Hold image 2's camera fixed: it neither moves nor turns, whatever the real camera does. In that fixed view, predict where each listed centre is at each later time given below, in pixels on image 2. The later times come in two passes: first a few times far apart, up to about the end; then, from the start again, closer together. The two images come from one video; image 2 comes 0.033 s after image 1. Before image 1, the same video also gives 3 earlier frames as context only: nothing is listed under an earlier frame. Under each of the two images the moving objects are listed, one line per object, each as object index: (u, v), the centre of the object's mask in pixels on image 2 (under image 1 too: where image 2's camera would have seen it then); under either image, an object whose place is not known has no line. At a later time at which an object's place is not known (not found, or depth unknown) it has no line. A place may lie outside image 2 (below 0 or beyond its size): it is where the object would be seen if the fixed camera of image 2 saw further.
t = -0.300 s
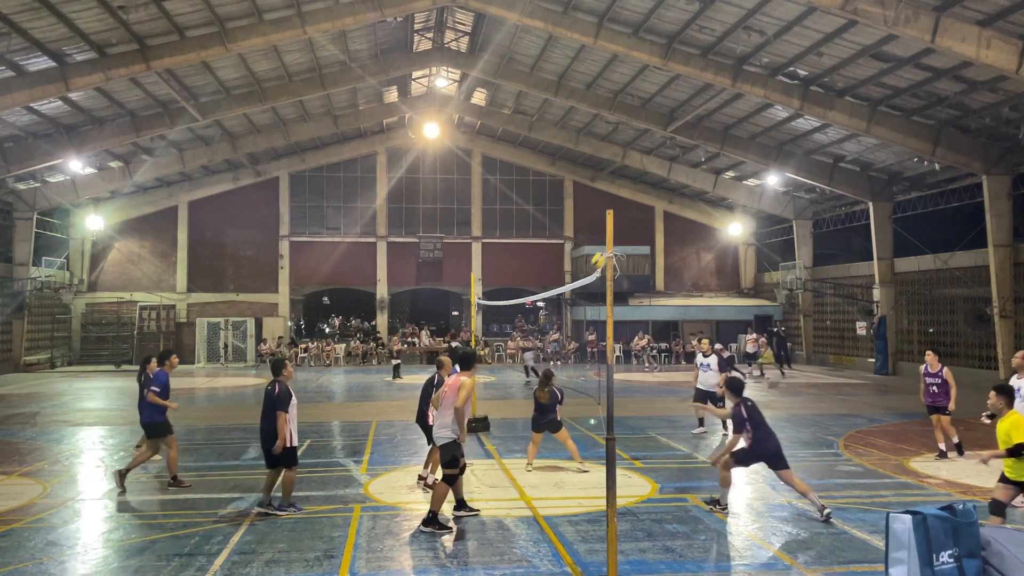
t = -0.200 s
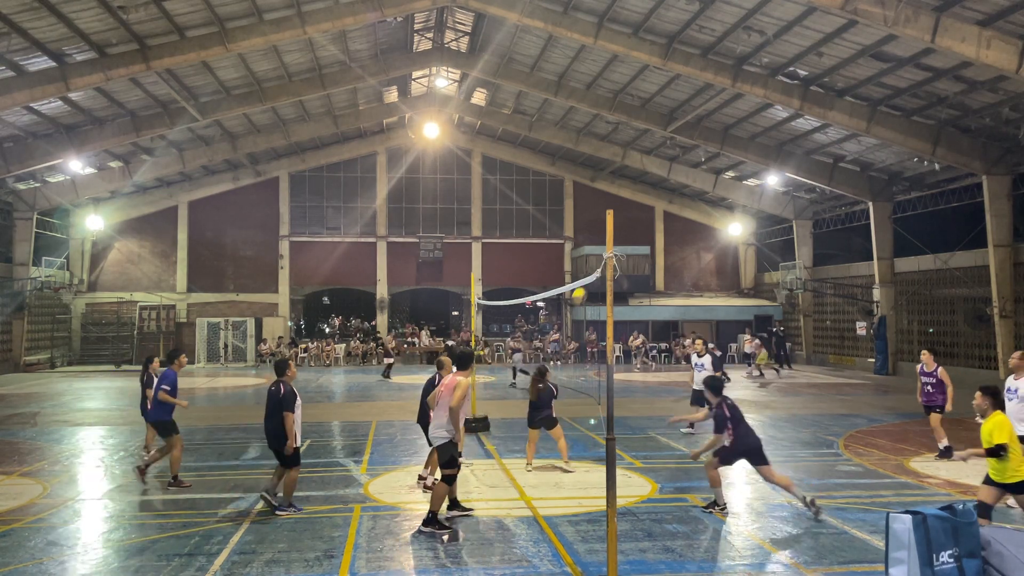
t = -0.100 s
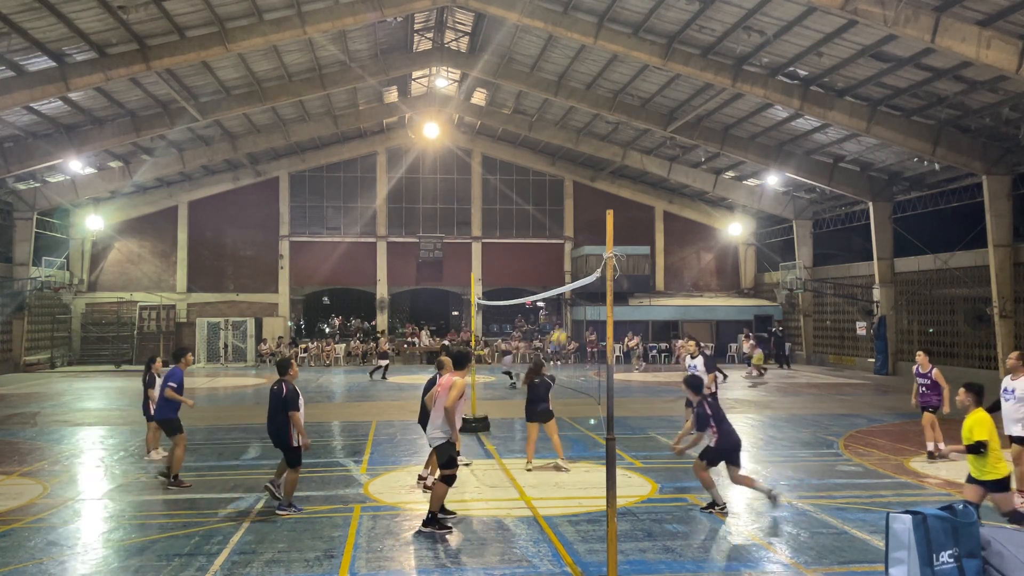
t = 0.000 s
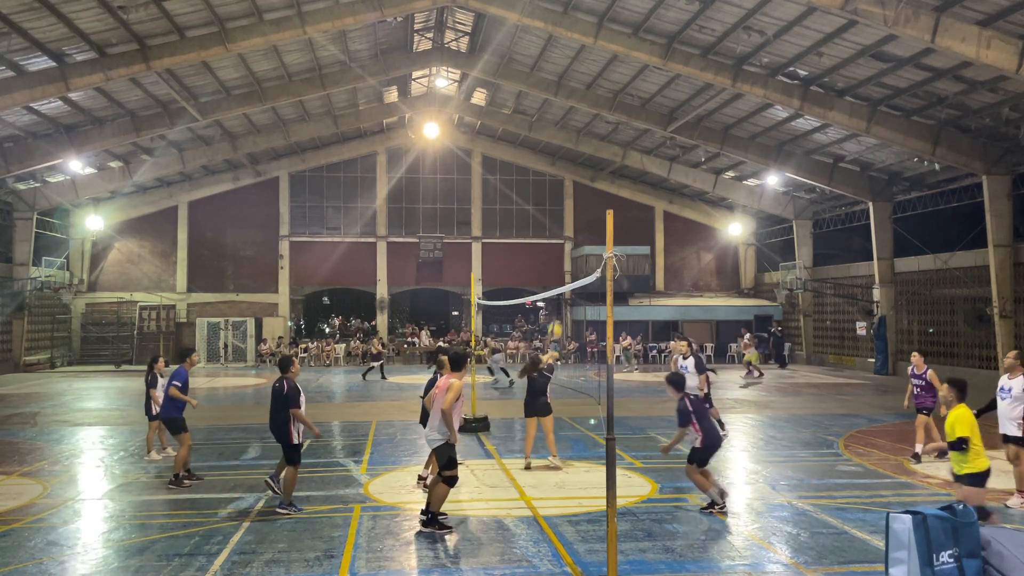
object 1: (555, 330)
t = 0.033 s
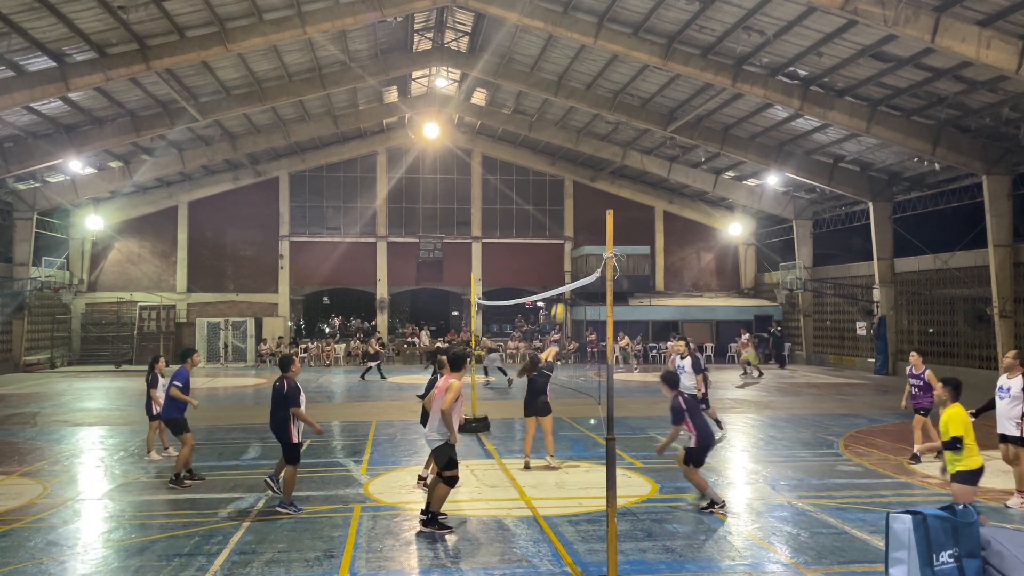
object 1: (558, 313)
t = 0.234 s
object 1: (578, 221)
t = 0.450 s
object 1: (603, 148)
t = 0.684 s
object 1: (633, 102)
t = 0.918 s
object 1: (665, 98)
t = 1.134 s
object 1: (699, 137)
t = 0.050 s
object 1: (560, 304)
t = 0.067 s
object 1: (561, 298)
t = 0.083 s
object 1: (562, 283)
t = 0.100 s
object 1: (564, 278)
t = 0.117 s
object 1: (566, 270)
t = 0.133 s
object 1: (568, 264)
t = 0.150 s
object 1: (569, 256)
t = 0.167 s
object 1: (571, 248)
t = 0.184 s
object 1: (573, 241)
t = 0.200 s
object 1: (575, 234)
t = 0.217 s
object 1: (576, 228)
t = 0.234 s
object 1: (578, 221)
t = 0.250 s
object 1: (580, 215)
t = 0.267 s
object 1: (582, 208)
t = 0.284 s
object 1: (584, 202)
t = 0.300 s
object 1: (586, 196)
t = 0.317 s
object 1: (587, 190)
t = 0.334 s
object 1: (589, 184)
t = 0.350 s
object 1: (591, 178)
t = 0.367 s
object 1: (593, 172)
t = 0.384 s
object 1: (595, 167)
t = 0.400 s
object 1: (597, 162)
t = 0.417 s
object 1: (599, 157)
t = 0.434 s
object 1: (601, 152)
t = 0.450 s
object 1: (603, 148)
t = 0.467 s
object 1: (604, 143)
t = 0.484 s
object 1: (607, 139)
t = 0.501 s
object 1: (608, 134)
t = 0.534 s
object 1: (613, 125)
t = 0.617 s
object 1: (624, 111)
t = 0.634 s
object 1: (626, 109)
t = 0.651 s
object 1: (628, 106)
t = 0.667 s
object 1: (630, 105)
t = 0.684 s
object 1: (633, 102)
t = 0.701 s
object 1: (635, 100)
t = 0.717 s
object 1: (637, 99)
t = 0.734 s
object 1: (639, 98)
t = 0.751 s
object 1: (641, 97)
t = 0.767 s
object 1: (643, 96)
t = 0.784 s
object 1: (646, 95)
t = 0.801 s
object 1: (648, 95)
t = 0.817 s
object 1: (650, 95)
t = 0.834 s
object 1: (653, 95)
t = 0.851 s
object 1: (655, 95)
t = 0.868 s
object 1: (658, 96)
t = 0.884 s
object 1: (660, 96)
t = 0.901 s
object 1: (663, 97)
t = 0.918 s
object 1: (665, 98)
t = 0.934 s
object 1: (668, 100)
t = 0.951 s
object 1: (670, 102)
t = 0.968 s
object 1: (672, 103)
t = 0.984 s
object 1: (675, 106)
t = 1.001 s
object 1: (678, 109)
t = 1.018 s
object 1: (680, 112)
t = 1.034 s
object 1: (683, 115)
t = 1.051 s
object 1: (686, 118)
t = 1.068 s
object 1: (688, 121)
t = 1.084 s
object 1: (691, 125)
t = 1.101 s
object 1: (693, 127)
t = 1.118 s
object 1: (696, 132)
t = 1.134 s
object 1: (699, 137)
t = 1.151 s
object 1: (701, 142)
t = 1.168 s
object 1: (704, 148)
